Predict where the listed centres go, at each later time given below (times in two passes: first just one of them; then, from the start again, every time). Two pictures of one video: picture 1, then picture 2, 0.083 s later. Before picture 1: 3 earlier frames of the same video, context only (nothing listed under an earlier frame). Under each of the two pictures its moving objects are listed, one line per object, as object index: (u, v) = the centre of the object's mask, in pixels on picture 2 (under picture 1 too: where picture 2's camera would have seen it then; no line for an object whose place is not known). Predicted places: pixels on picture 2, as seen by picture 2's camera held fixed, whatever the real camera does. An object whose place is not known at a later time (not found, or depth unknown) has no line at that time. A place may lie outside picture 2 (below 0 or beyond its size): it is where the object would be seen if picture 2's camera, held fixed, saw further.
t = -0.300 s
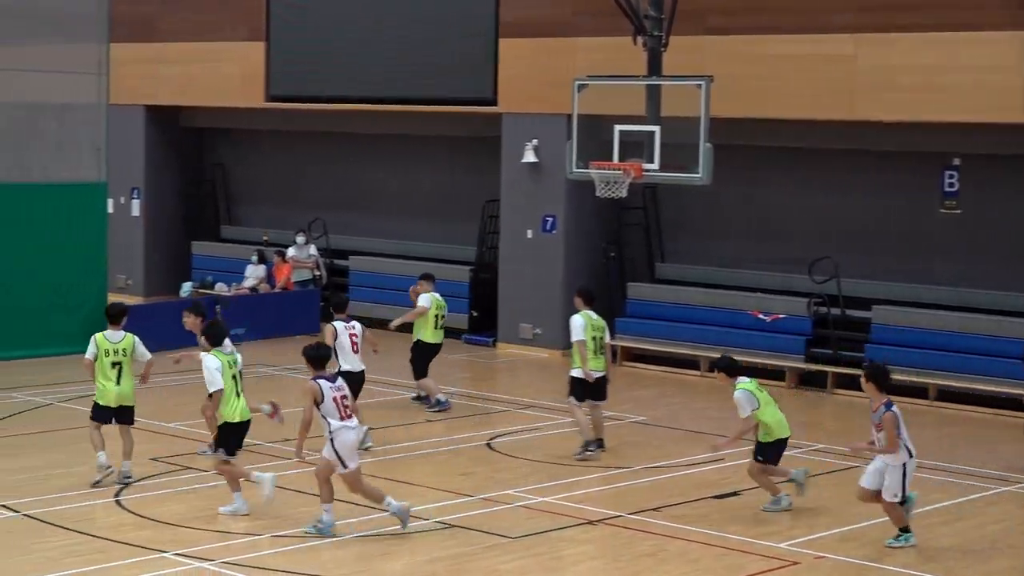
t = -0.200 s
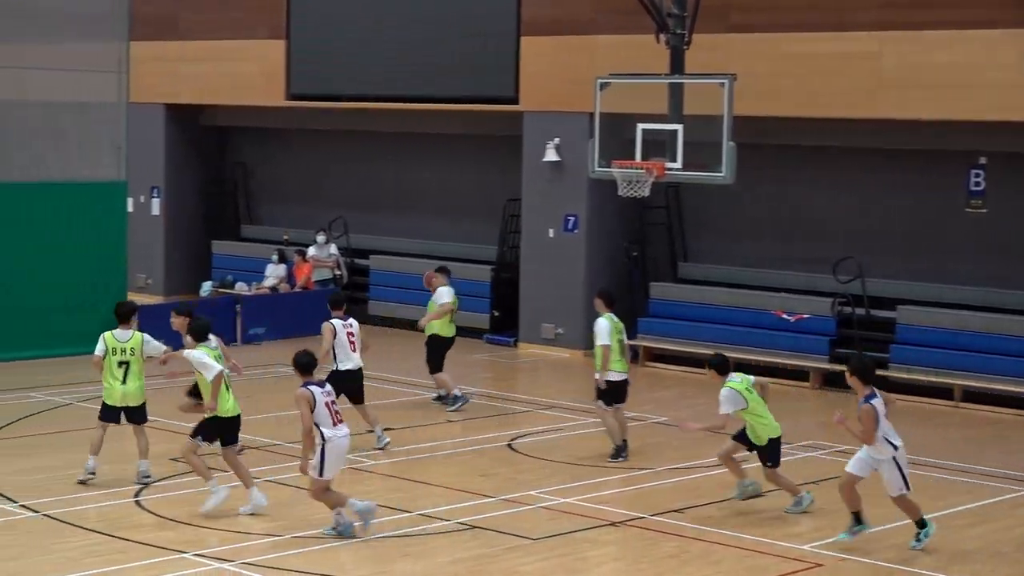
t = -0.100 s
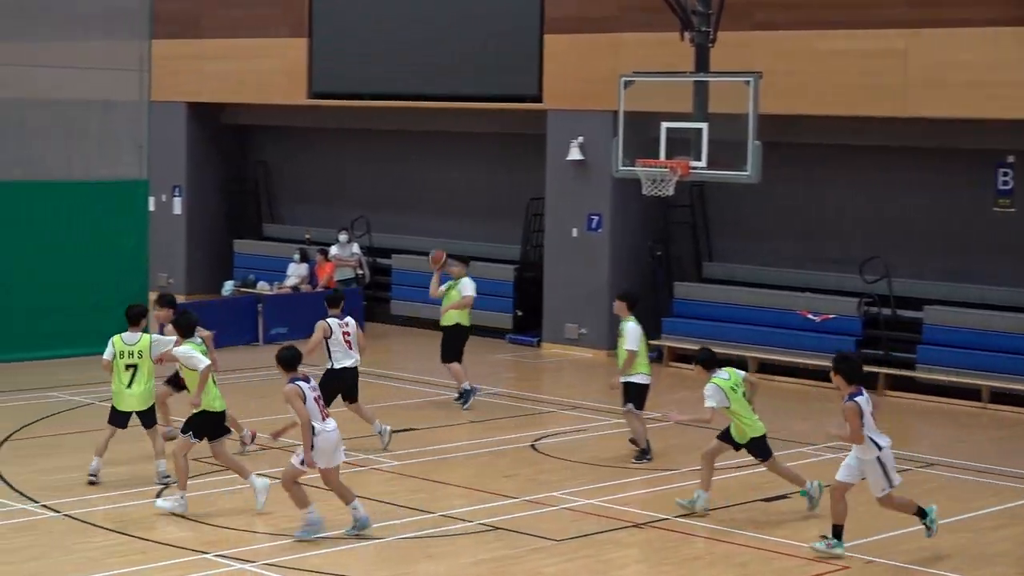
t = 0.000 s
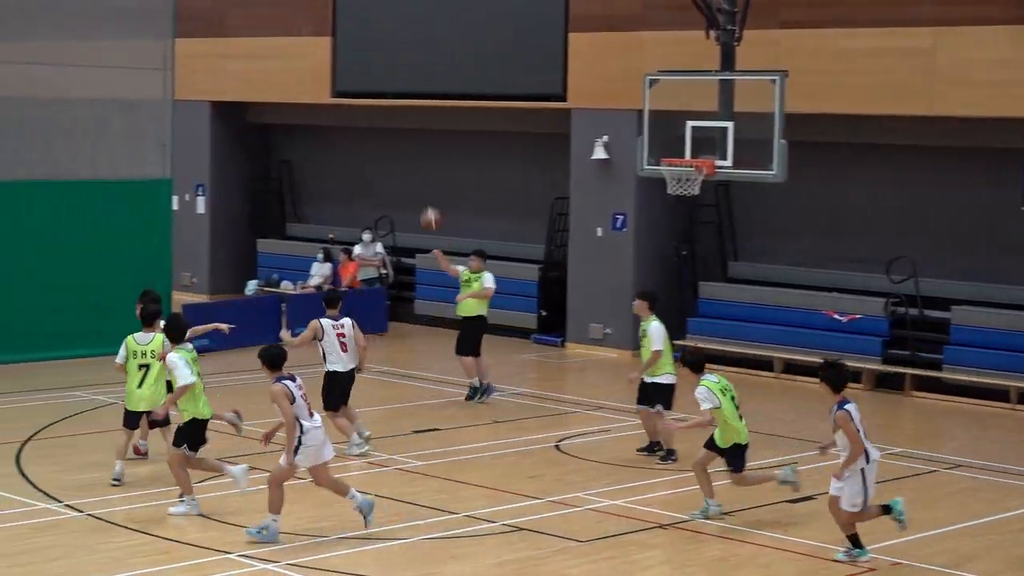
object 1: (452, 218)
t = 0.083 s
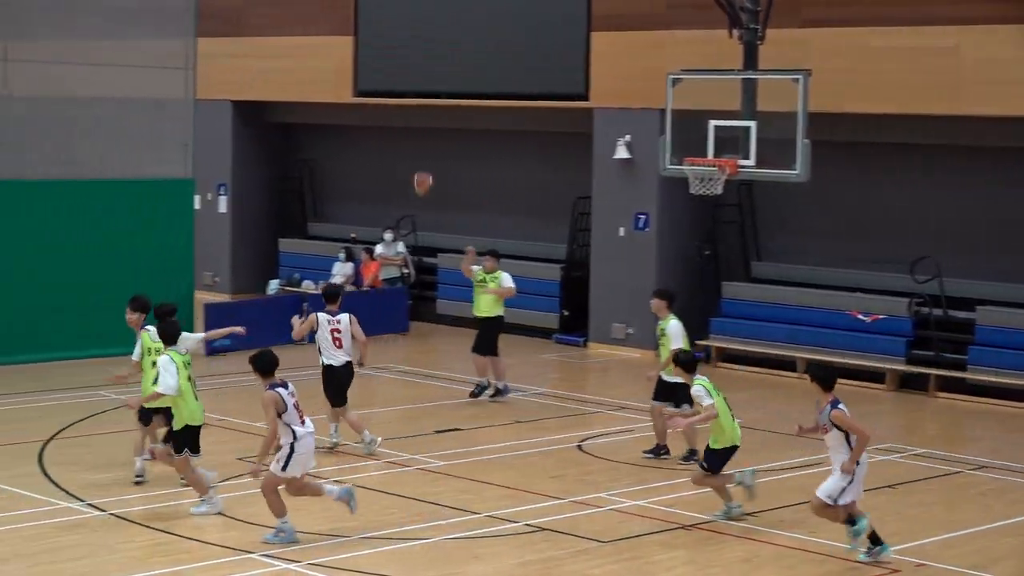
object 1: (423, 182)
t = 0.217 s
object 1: (375, 136)
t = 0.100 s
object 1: (417, 177)
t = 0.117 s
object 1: (411, 170)
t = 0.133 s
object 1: (405, 164)
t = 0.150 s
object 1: (399, 158)
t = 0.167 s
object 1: (393, 152)
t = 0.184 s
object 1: (388, 147)
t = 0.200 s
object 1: (382, 141)
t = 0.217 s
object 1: (375, 136)
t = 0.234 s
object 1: (369, 131)
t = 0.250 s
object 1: (363, 127)
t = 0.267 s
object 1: (357, 122)
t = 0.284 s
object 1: (350, 117)
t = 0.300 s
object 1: (343, 113)
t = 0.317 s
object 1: (336, 110)
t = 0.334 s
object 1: (330, 105)
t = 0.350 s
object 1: (323, 102)
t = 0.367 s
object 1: (318, 99)
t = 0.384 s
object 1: (311, 95)
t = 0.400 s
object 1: (304, 92)
